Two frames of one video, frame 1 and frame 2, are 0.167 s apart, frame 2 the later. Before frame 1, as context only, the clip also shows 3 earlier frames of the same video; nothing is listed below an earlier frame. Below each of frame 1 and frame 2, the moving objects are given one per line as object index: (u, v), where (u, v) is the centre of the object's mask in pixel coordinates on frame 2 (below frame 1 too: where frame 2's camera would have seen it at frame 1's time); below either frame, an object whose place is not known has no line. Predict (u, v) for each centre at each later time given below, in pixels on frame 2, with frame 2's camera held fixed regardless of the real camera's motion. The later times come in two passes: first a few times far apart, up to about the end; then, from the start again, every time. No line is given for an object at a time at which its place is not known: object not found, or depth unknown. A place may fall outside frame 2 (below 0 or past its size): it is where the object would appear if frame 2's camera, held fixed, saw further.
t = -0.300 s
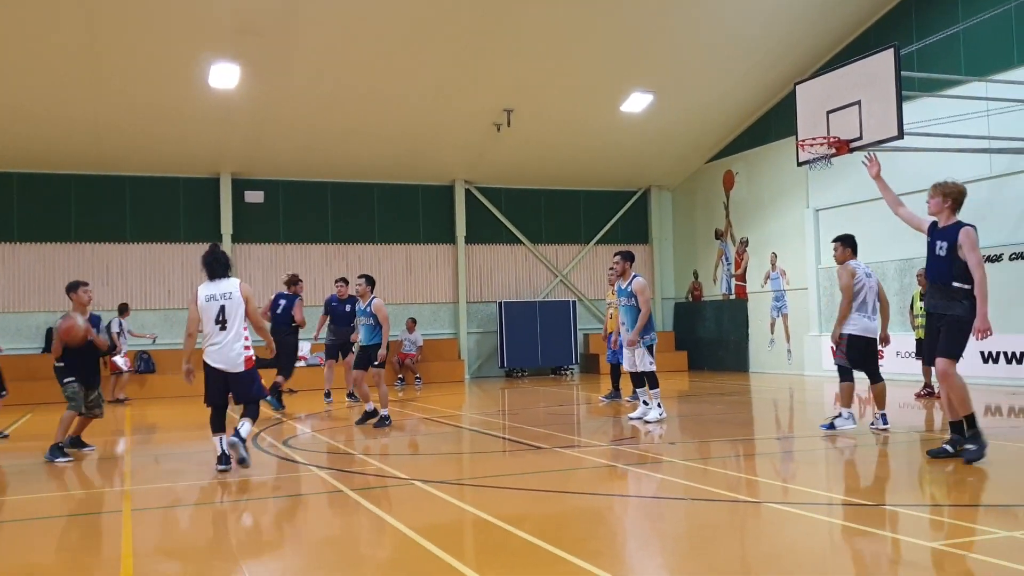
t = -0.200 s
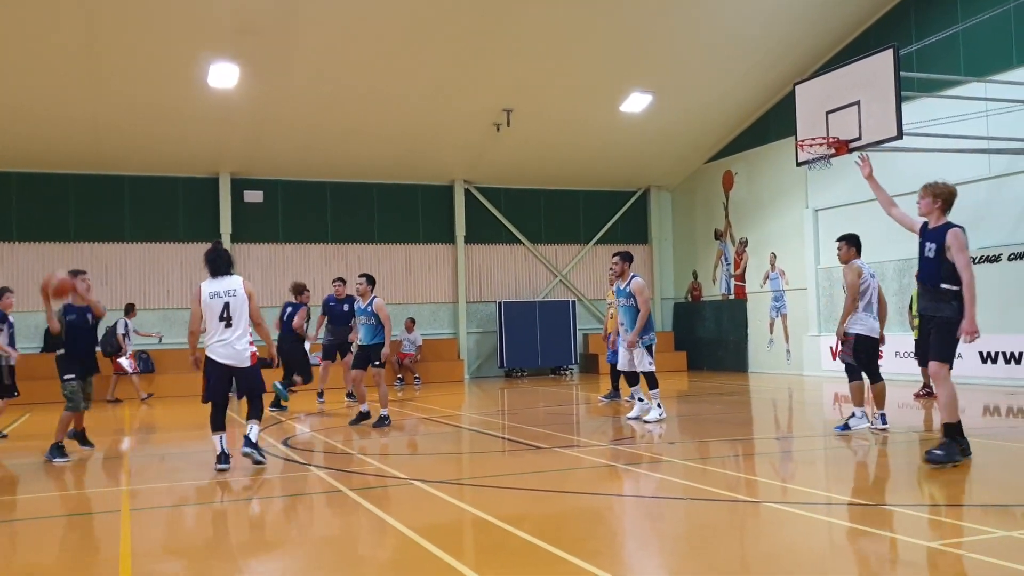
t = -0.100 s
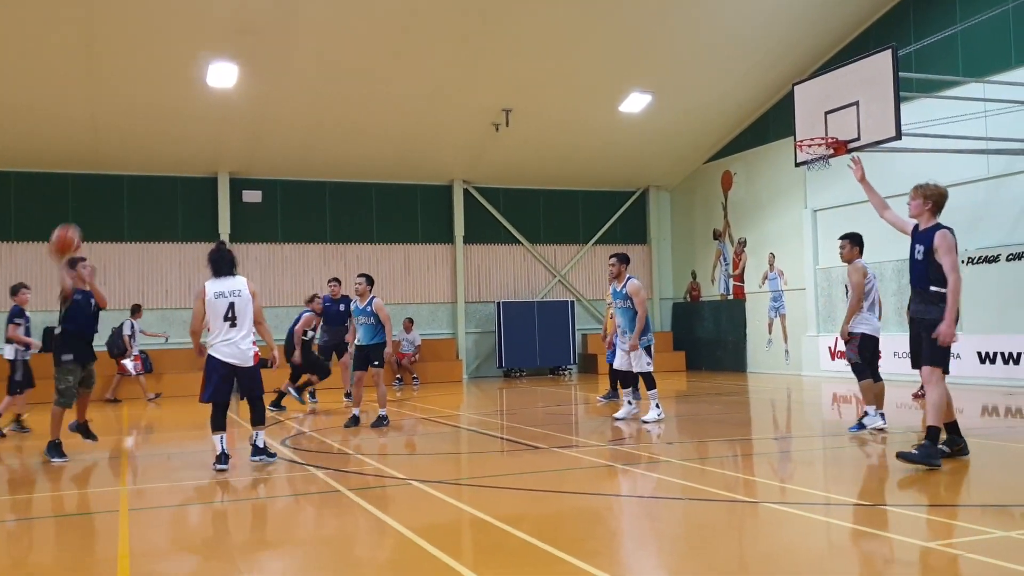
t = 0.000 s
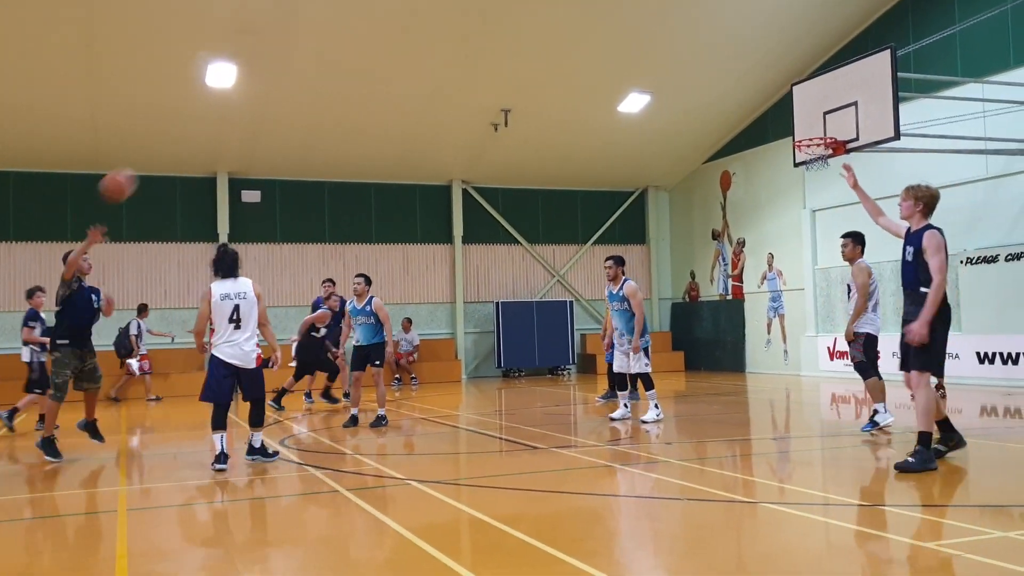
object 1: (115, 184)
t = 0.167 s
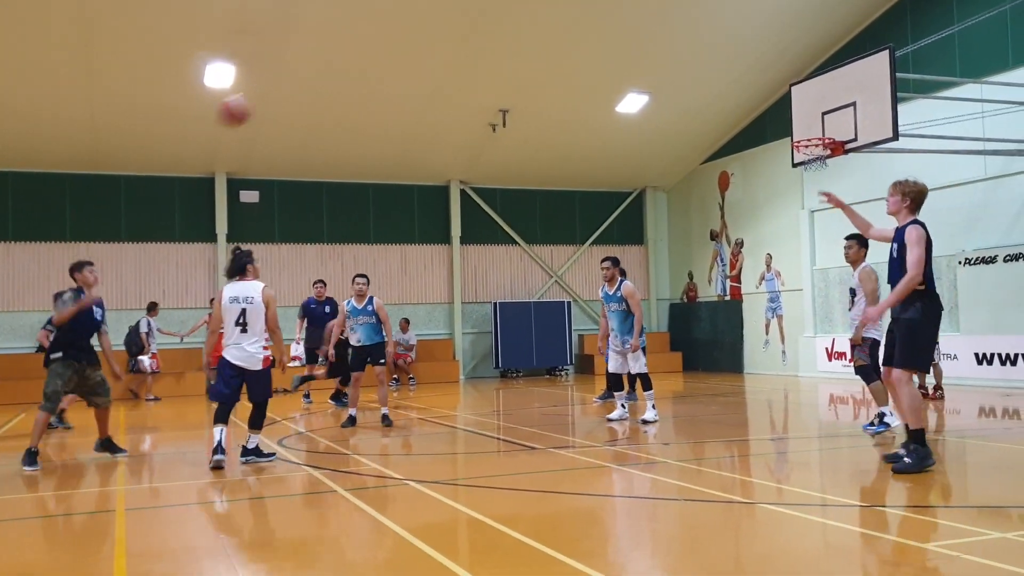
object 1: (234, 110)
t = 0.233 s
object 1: (285, 89)
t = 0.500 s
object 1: (497, 54)
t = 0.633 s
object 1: (612, 72)
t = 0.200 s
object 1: (259, 100)
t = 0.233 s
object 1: (285, 89)
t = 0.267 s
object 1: (310, 80)
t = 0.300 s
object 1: (336, 73)
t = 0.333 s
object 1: (361, 66)
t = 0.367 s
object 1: (387, 61)
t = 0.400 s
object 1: (414, 57)
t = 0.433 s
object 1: (441, 54)
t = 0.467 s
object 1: (468, 53)
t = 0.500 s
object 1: (497, 54)
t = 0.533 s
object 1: (524, 56)
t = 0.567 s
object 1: (551, 60)
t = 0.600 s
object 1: (582, 65)
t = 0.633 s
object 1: (612, 72)
